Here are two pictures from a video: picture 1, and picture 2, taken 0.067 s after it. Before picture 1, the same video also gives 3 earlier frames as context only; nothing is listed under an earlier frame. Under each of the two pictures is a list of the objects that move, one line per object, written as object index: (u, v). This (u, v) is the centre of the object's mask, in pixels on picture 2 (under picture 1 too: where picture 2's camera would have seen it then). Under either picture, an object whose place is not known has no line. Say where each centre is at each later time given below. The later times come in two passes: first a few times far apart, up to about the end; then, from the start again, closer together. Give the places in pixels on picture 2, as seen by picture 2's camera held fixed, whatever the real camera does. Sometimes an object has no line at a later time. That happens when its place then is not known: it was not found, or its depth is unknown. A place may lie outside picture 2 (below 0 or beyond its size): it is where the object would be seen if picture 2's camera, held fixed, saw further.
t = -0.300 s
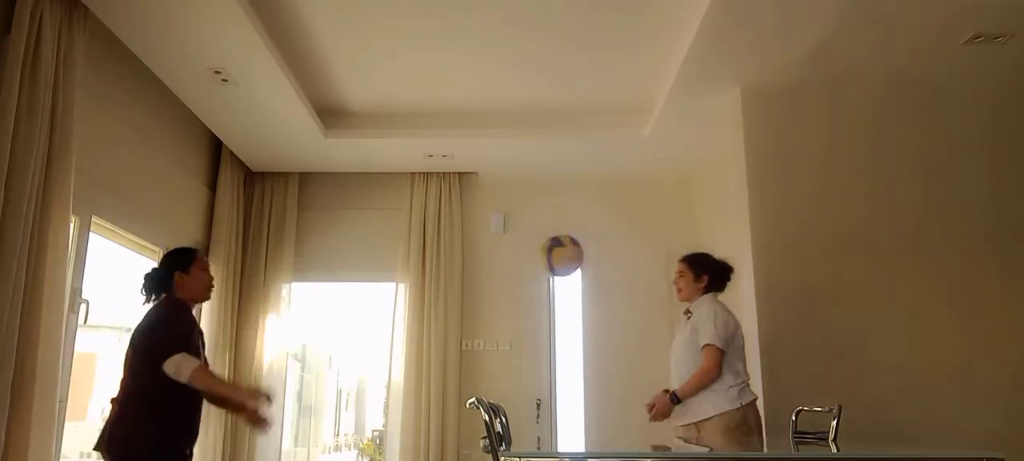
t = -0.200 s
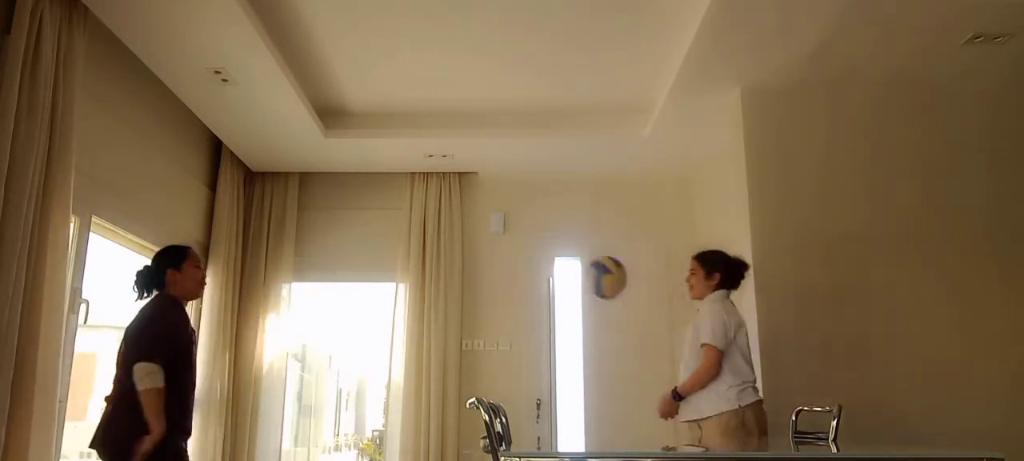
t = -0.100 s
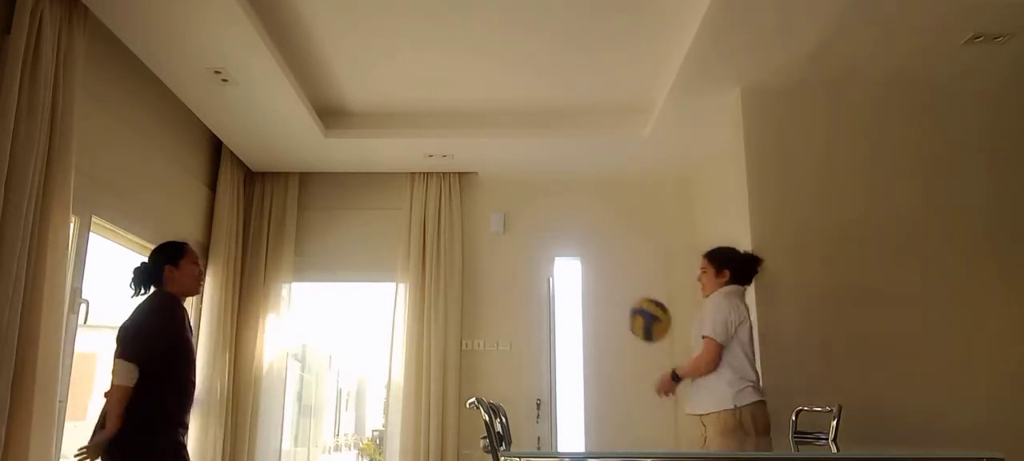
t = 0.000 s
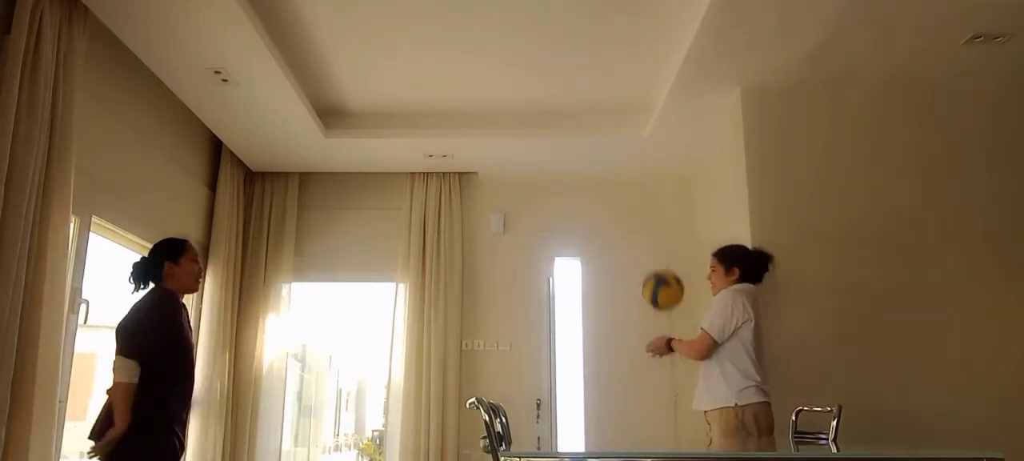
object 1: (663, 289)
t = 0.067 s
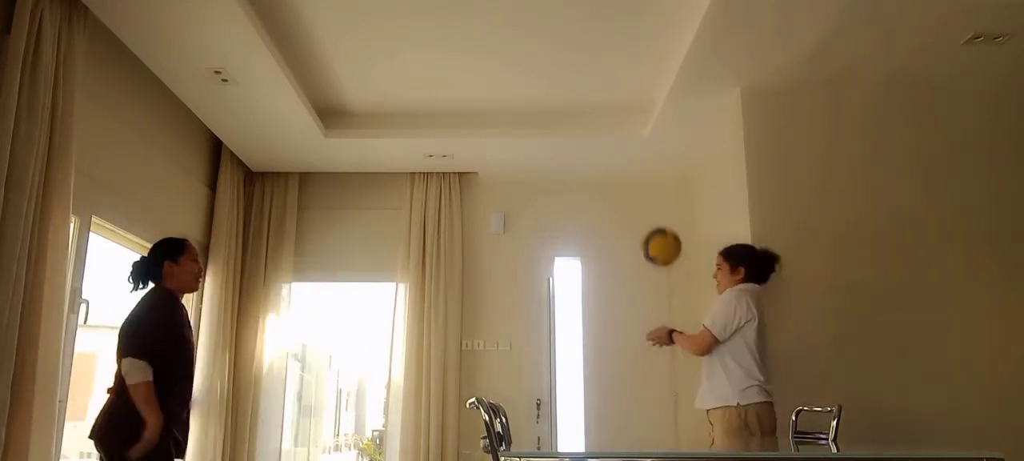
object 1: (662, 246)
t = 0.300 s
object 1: (656, 168)
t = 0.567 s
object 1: (655, 194)
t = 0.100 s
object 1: (660, 229)
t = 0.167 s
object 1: (658, 200)
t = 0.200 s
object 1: (657, 189)
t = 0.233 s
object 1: (657, 180)
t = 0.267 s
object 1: (656, 173)
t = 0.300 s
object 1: (656, 168)
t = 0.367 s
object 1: (655, 165)
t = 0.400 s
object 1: (655, 165)
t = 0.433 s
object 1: (655, 167)
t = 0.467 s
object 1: (655, 171)
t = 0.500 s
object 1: (655, 177)
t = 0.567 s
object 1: (655, 194)
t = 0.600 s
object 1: (655, 205)
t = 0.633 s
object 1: (655, 218)
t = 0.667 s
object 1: (657, 233)
